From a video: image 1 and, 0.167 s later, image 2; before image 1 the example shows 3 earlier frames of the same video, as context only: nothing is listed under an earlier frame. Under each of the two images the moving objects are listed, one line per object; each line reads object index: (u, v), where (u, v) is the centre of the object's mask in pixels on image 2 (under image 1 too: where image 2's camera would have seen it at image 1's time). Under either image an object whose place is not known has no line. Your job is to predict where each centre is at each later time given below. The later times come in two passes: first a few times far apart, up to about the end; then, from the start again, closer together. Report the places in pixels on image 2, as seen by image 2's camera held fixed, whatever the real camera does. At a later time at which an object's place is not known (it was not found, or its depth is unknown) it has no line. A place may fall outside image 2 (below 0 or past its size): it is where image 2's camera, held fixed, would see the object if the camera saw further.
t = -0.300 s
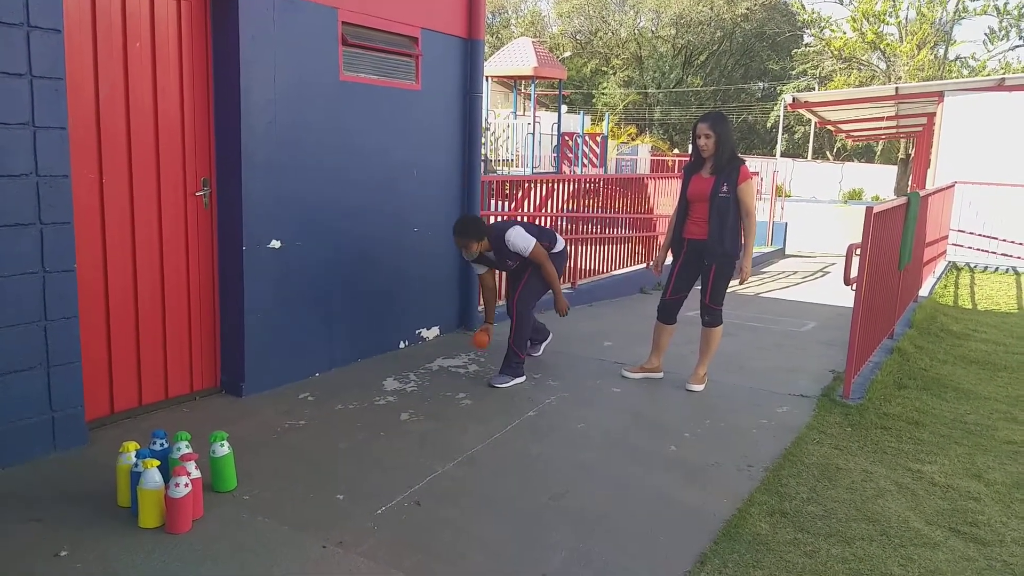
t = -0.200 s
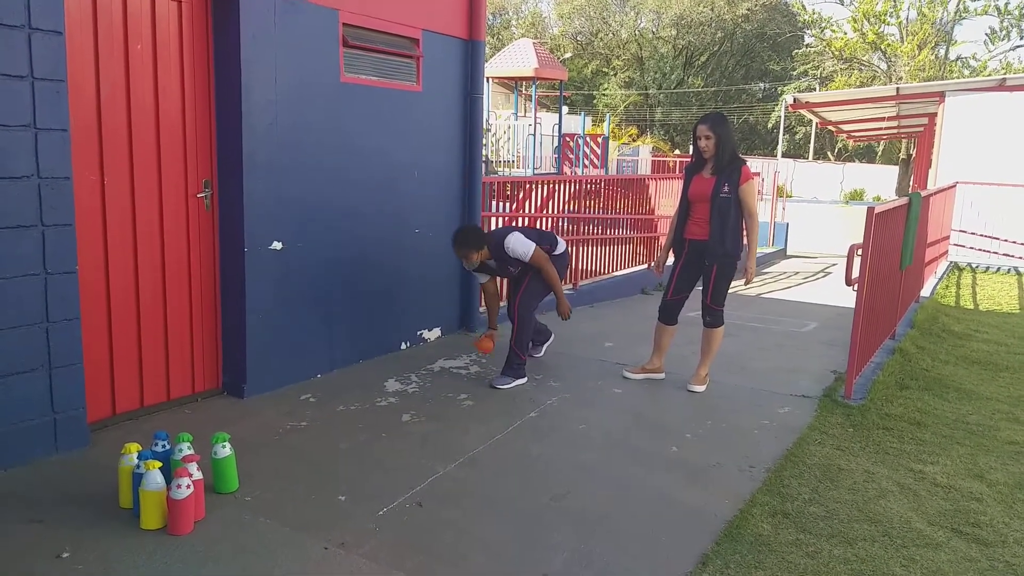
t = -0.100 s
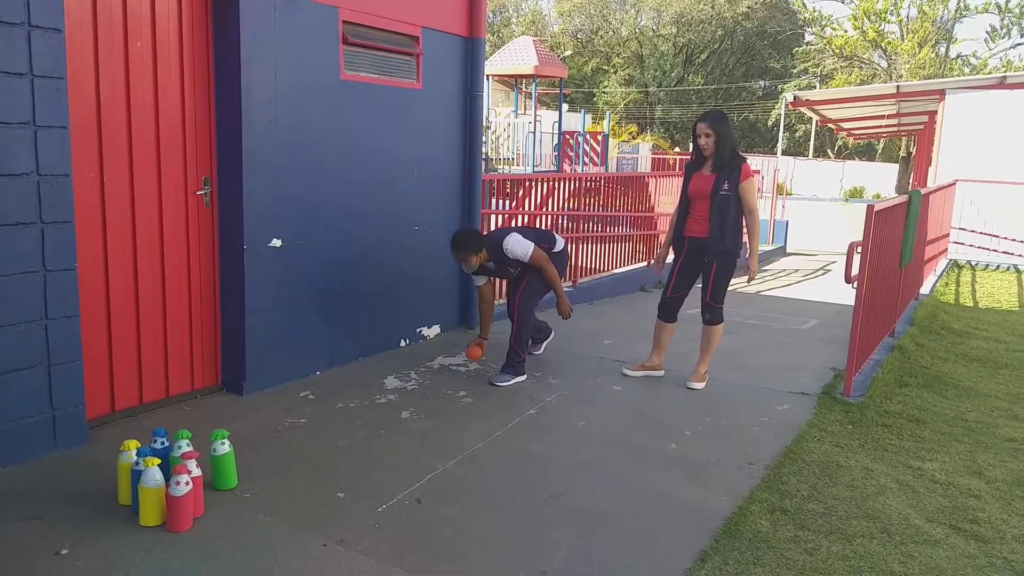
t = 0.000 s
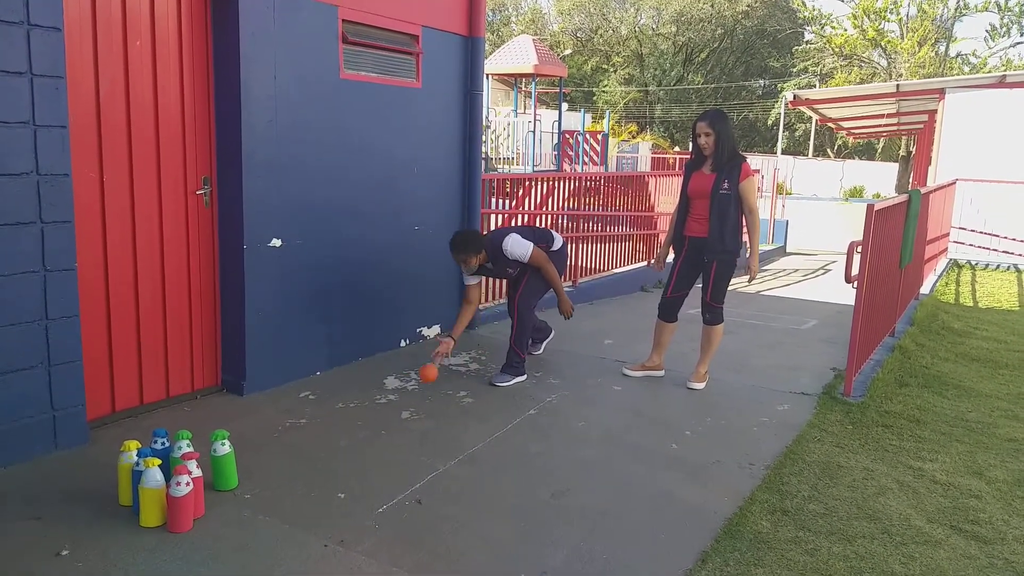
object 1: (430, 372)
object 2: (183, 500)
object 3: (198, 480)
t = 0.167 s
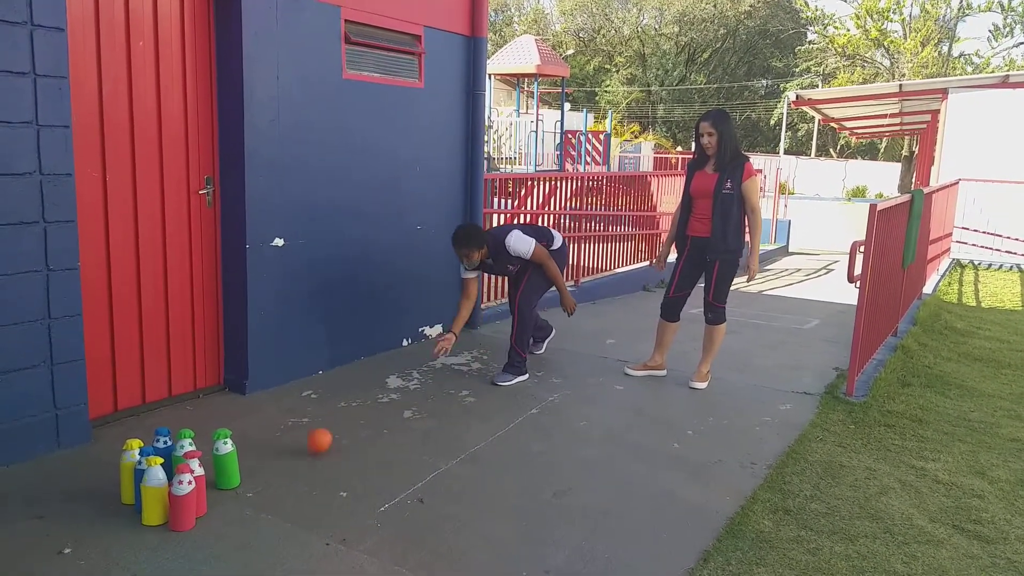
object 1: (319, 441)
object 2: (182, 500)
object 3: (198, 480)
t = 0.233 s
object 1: (265, 470)
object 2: (182, 500)
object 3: (198, 480)
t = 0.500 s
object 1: (164, 572)
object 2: (90, 528)
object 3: (170, 493)
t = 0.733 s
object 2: (54, 539)
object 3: (143, 520)
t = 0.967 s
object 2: (52, 539)
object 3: (135, 537)
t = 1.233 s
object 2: (49, 541)
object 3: (123, 545)
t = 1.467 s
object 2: (49, 541)
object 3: (111, 553)
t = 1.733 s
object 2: (48, 546)
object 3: (104, 554)
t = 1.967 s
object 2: (48, 546)
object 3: (102, 554)
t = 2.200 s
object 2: (47, 547)
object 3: (101, 555)
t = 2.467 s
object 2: (48, 546)
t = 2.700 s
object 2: (48, 546)
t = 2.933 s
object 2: (49, 546)
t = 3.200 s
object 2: (48, 546)
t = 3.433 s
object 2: (48, 546)
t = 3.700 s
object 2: (48, 546)
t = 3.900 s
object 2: (49, 545)
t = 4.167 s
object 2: (47, 547)
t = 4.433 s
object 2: (48, 546)
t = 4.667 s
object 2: (49, 546)
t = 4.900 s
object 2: (48, 546)
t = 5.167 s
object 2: (50, 545)
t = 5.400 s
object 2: (48, 546)
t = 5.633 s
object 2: (49, 545)
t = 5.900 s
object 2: (51, 544)
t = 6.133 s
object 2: (50, 545)
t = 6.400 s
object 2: (51, 544)
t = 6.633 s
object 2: (51, 544)
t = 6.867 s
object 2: (50, 545)
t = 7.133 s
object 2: (49, 546)
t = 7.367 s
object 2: (51, 544)
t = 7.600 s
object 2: (50, 545)
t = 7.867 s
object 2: (48, 546)
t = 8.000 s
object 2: (48, 546)
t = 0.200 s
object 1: (293, 454)
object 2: (183, 500)
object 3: (198, 480)
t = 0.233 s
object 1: (265, 470)
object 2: (182, 500)
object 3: (198, 480)
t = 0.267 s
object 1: (236, 488)
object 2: (183, 500)
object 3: (198, 480)
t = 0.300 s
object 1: (209, 508)
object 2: (182, 500)
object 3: (194, 470)
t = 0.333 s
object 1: (200, 524)
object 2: (164, 503)
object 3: (185, 487)
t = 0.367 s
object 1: (192, 534)
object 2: (146, 506)
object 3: (181, 488)
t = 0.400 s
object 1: (187, 547)
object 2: (130, 511)
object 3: (176, 489)
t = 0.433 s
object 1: (179, 561)
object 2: (115, 519)
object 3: (175, 490)
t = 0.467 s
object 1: (171, 567)
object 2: (102, 523)
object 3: (173, 491)
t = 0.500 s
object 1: (164, 572)
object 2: (90, 528)
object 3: (170, 493)
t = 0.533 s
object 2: (78, 537)
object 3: (168, 495)
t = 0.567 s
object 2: (67, 546)
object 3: (164, 497)
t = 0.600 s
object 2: (64, 542)
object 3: (160, 500)
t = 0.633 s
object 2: (61, 537)
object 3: (156, 503)
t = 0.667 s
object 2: (58, 536)
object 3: (152, 508)
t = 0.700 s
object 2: (56, 536)
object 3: (147, 513)
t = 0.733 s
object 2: (54, 539)
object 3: (143, 520)
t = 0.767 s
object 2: (54, 538)
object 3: (140, 522)
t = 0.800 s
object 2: (55, 541)
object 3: (139, 520)
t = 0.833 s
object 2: (54, 542)
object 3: (140, 521)
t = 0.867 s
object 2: (56, 540)
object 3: (138, 523)
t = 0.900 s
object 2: (55, 538)
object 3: (137, 528)
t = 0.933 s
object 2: (53, 538)
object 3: (135, 533)
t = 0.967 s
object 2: (52, 539)
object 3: (135, 537)
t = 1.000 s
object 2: (51, 539)
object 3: (134, 536)
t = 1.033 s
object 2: (50, 541)
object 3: (134, 538)
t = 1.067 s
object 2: (49, 540)
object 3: (132, 541)
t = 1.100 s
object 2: (50, 540)
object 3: (131, 541)
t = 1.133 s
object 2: (49, 541)
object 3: (129, 543)
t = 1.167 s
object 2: (49, 542)
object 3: (126, 545)
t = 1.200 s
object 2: (49, 541)
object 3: (124, 545)
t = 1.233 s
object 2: (49, 541)
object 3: (123, 545)
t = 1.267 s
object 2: (49, 542)
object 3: (120, 548)
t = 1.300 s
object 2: (50, 541)
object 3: (118, 550)
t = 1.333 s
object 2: (50, 540)
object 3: (116, 550)
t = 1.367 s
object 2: (50, 540)
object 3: (114, 551)
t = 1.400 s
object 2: (50, 540)
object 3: (113, 552)
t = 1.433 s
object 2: (49, 540)
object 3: (111, 552)
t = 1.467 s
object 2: (49, 541)
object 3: (111, 553)
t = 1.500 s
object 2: (49, 542)
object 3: (109, 553)
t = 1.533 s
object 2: (49, 544)
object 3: (108, 553)
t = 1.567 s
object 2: (48, 545)
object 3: (107, 553)
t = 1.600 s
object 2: (48, 546)
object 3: (106, 553)
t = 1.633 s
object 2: (49, 546)
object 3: (106, 553)
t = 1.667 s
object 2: (49, 546)
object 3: (105, 553)
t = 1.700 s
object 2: (49, 546)
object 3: (104, 553)
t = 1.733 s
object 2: (48, 546)
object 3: (104, 554)
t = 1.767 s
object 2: (48, 546)
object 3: (104, 553)
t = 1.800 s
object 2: (48, 547)
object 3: (104, 554)
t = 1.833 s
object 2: (48, 546)
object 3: (103, 554)
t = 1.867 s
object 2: (48, 546)
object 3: (103, 554)
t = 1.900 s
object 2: (48, 546)
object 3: (102, 554)
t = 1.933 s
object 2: (48, 546)
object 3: (102, 554)
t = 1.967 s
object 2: (48, 546)
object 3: (102, 554)
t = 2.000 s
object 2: (48, 546)
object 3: (102, 554)
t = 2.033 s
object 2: (48, 546)
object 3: (102, 554)
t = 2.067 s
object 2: (48, 546)
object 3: (102, 554)
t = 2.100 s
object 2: (48, 547)
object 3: (102, 555)
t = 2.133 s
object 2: (48, 546)
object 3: (102, 554)
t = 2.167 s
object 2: (46, 547)
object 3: (101, 555)
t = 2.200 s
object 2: (47, 547)
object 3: (101, 555)
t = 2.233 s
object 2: (48, 546)
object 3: (102, 554)
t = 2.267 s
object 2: (48, 546)
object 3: (102, 554)
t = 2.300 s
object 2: (49, 546)
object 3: (103, 553)
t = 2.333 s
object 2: (49, 546)
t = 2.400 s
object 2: (49, 545)
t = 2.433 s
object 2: (49, 545)
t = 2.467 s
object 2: (48, 546)
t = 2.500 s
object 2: (48, 546)
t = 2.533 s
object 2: (48, 546)
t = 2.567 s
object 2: (47, 547)
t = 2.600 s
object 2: (46, 547)
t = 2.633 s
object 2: (47, 547)
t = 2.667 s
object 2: (47, 547)
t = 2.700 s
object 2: (48, 546)
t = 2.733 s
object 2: (48, 546)
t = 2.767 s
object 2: (48, 546)
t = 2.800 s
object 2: (48, 546)
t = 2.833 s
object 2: (48, 546)
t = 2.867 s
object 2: (48, 546)
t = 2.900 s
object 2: (48, 546)
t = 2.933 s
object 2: (49, 546)
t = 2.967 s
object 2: (49, 546)
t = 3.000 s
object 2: (48, 546)
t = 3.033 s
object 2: (48, 546)
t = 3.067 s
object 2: (48, 546)
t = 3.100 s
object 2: (48, 546)
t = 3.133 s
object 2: (48, 546)
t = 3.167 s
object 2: (49, 546)
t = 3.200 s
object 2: (48, 546)
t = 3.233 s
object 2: (48, 546)
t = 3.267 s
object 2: (49, 546)
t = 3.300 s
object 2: (48, 546)
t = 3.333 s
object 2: (48, 546)
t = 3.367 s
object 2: (49, 546)
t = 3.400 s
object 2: (48, 546)
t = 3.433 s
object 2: (48, 546)
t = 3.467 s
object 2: (48, 546)
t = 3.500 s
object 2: (48, 546)
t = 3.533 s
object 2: (48, 546)
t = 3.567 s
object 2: (48, 546)
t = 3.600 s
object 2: (49, 546)
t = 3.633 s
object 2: (48, 546)
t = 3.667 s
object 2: (48, 546)
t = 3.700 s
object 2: (48, 546)
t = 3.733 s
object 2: (48, 546)
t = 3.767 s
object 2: (47, 547)
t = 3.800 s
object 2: (48, 546)
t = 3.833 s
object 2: (48, 546)
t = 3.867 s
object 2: (49, 546)
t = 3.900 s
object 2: (49, 545)
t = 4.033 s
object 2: (49, 545)
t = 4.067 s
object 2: (49, 545)
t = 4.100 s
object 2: (48, 546)
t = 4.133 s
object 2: (48, 546)
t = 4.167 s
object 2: (47, 547)
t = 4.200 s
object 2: (47, 547)
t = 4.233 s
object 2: (48, 546)
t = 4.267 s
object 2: (48, 546)
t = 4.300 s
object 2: (49, 546)
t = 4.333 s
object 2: (49, 545)
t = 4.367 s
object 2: (49, 546)
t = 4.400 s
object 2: (49, 546)
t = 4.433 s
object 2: (48, 546)
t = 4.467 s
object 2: (49, 546)
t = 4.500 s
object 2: (49, 546)
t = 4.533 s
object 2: (49, 546)
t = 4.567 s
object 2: (49, 546)
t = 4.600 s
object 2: (49, 546)
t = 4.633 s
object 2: (49, 546)
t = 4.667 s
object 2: (49, 546)
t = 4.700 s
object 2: (49, 546)
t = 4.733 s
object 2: (49, 546)
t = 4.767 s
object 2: (49, 546)
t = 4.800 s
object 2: (49, 546)
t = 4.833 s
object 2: (49, 546)
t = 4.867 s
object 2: (48, 546)
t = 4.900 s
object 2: (48, 546)
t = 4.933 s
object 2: (49, 546)
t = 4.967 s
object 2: (49, 546)
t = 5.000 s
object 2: (48, 546)
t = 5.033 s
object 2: (47, 547)
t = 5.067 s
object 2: (48, 546)
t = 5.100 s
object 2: (48, 546)
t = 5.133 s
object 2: (49, 546)
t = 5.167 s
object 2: (50, 545)
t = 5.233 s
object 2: (50, 545)
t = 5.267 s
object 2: (50, 545)
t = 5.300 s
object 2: (49, 546)
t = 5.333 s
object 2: (48, 546)
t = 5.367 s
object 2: (48, 546)
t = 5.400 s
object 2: (48, 546)
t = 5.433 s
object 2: (48, 546)
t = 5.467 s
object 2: (48, 546)
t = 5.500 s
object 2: (48, 546)
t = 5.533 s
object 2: (48, 546)
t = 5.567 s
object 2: (48, 547)
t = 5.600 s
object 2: (48, 546)
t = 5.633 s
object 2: (49, 545)
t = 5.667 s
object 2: (48, 546)
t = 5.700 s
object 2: (49, 546)
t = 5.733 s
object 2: (49, 545)
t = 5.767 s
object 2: (49, 545)
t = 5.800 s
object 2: (50, 545)
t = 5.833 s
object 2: (50, 545)
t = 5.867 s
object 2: (51, 544)
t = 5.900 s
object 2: (51, 544)
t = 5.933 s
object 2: (50, 544)
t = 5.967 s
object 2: (51, 544)
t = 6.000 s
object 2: (51, 544)
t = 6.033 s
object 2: (51, 544)
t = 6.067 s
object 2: (50, 545)
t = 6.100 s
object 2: (49, 546)
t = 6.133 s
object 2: (50, 545)
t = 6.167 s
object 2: (51, 544)
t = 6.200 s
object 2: (51, 544)
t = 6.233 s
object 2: (52, 543)
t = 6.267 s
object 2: (53, 543)
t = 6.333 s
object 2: (53, 543)
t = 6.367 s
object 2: (52, 543)
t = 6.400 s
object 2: (51, 544)
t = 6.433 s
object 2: (51, 544)
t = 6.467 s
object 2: (50, 545)
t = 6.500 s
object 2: (50, 545)
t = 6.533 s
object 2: (49, 545)
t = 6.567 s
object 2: (48, 545)
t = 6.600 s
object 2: (50, 544)
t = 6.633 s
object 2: (51, 544)
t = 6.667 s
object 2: (52, 543)
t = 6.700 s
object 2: (52, 543)
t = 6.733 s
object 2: (51, 544)
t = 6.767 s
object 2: (50, 544)
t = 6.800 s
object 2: (50, 545)
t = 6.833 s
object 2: (50, 545)
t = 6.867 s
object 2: (50, 545)
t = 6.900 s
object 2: (50, 545)
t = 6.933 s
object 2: (50, 545)
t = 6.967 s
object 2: (50, 545)
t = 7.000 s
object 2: (50, 545)
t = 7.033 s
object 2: (49, 545)
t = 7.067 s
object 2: (49, 546)
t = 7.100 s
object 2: (49, 546)
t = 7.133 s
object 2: (49, 546)
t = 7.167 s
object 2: (49, 546)
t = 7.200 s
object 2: (50, 545)
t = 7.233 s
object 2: (50, 545)
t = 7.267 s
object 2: (51, 545)
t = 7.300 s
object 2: (51, 544)
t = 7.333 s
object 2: (51, 544)
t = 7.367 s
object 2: (51, 544)
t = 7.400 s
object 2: (51, 544)
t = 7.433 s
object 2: (50, 545)
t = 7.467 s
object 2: (50, 545)
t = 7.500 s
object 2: (50, 545)
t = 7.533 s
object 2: (49, 545)
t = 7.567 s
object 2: (50, 545)
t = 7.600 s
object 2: (50, 545)
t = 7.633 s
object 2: (49, 545)
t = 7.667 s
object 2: (50, 545)
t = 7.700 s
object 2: (49, 545)
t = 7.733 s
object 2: (48, 546)
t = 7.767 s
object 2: (48, 546)
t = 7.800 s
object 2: (48, 546)
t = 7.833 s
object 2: (48, 546)
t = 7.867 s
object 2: (48, 546)
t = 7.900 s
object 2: (48, 546)
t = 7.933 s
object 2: (48, 546)
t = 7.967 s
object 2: (48, 546)
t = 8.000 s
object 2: (48, 546)
